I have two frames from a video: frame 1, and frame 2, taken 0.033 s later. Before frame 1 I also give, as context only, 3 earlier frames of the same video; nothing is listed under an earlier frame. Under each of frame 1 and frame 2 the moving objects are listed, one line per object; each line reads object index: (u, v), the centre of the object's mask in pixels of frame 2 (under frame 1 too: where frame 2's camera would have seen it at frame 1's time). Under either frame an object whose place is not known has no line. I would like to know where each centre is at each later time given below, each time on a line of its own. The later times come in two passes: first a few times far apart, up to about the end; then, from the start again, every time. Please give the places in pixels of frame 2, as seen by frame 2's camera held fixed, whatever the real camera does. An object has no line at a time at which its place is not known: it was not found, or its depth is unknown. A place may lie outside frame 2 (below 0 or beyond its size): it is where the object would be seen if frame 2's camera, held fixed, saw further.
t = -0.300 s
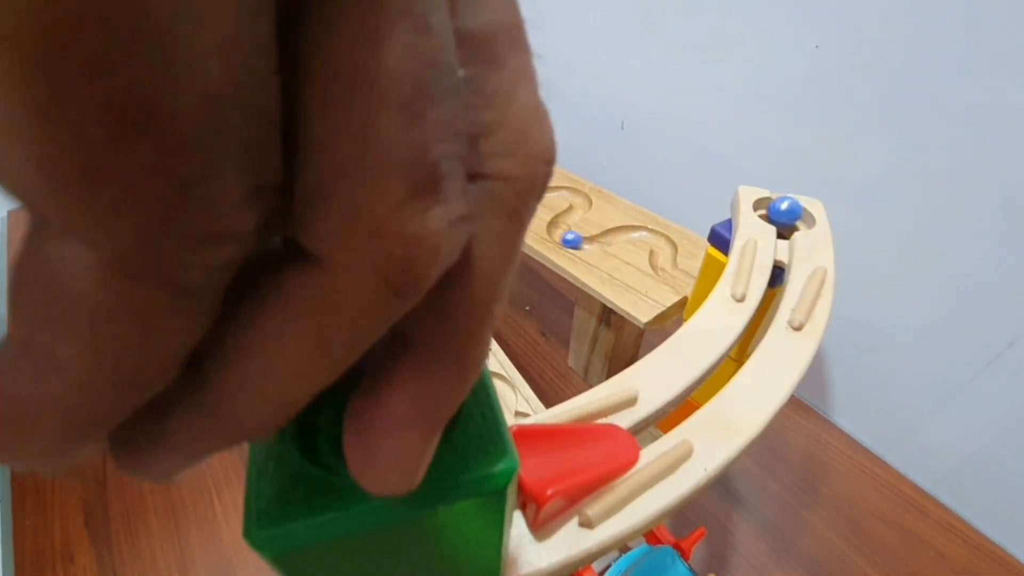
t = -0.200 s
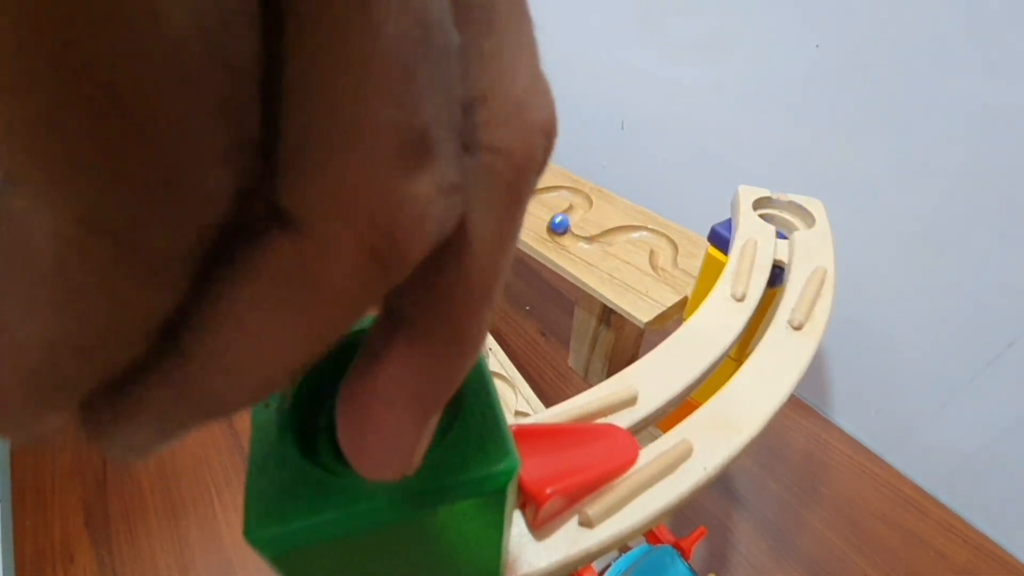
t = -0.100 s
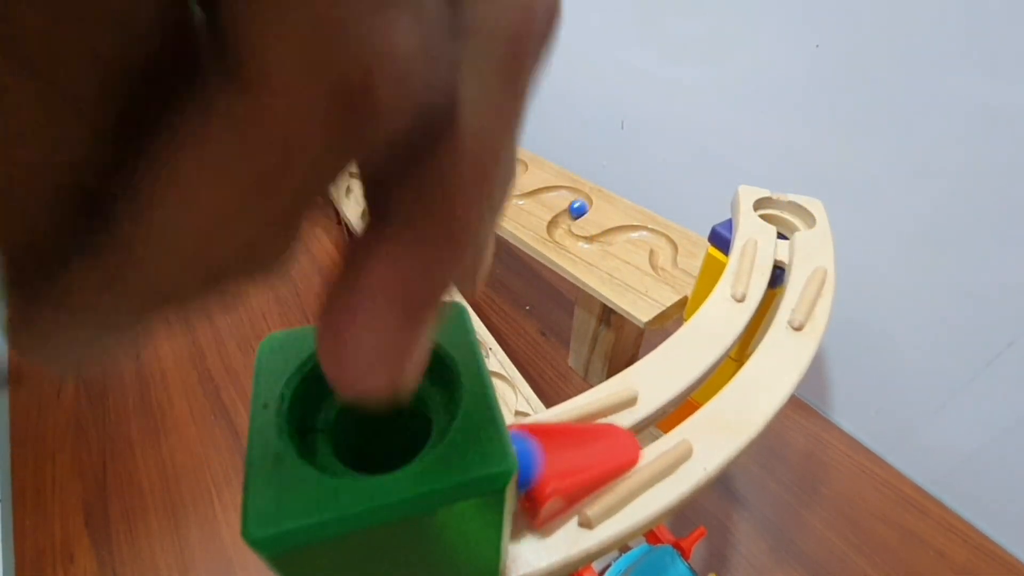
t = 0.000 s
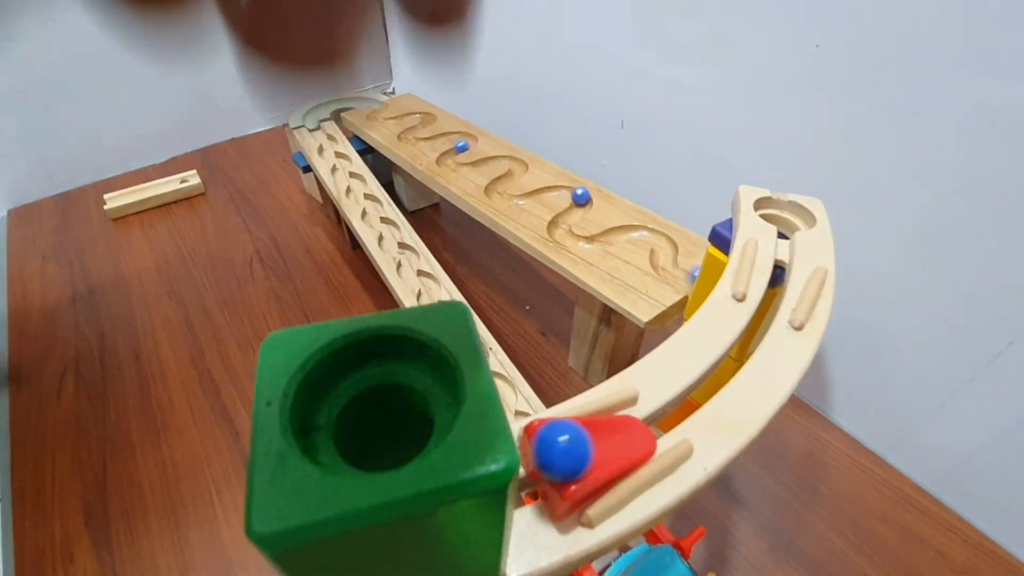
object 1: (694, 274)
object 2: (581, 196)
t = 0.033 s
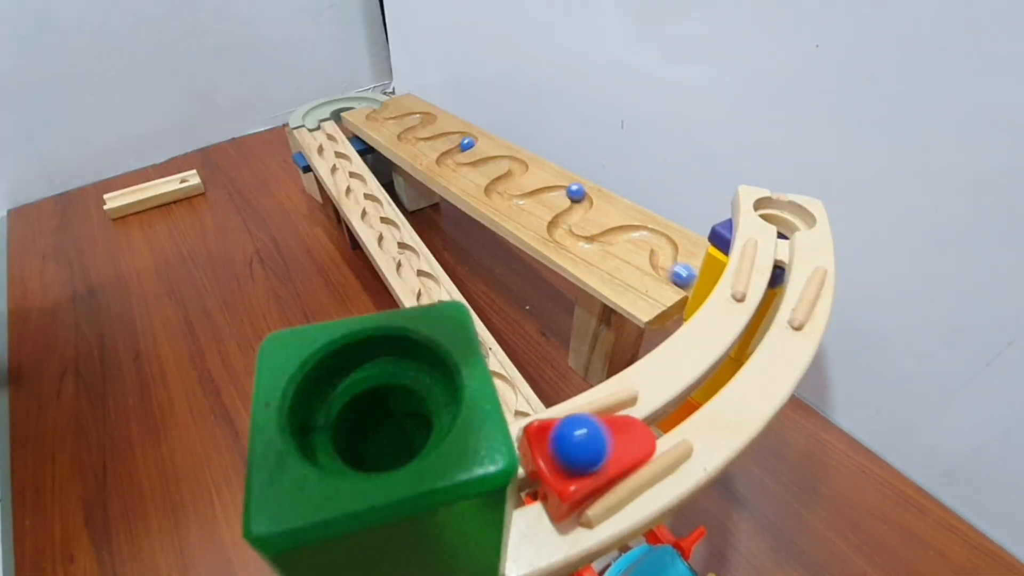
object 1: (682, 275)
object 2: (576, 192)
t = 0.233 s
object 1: (624, 229)
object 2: (520, 198)
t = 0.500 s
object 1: (563, 217)
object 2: (516, 171)
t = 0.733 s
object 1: (572, 191)
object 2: (487, 159)
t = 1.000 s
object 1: (496, 194)
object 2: (449, 153)
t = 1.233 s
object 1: (520, 165)
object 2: (464, 134)
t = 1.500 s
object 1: (461, 165)
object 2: (407, 137)
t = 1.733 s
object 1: (462, 146)
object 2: (430, 118)
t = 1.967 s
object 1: (448, 132)
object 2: (394, 117)
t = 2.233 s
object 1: (407, 132)
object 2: (382, 107)
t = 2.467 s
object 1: (429, 116)
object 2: (354, 97)
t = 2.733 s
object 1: (380, 118)
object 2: (310, 114)
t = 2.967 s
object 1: (382, 104)
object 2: (318, 132)
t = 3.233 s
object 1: (339, 99)
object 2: (327, 154)
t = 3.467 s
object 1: (309, 117)
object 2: (344, 168)
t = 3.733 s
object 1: (320, 135)
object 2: (359, 184)
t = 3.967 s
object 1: (327, 154)
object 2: (366, 201)
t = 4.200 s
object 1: (344, 166)
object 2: (371, 220)
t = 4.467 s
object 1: (359, 183)
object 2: (391, 239)
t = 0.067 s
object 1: (663, 263)
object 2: (567, 189)
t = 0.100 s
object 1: (660, 252)
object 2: (557, 187)
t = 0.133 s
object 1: (662, 242)
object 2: (546, 189)
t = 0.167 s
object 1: (655, 234)
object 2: (538, 192)
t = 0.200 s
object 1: (643, 228)
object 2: (529, 196)
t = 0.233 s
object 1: (624, 229)
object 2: (520, 198)
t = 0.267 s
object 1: (610, 234)
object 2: (510, 198)
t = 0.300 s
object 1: (598, 238)
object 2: (502, 196)
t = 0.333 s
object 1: (586, 240)
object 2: (495, 193)
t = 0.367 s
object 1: (573, 239)
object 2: (493, 188)
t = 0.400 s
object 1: (564, 235)
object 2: (497, 183)
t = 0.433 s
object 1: (559, 229)
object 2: (502, 179)
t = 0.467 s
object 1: (559, 223)
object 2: (509, 175)
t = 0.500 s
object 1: (563, 217)
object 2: (516, 171)
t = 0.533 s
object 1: (569, 213)
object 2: (519, 168)
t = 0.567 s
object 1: (576, 209)
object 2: (520, 166)
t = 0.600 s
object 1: (582, 205)
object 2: (518, 162)
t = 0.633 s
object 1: (583, 202)
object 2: (513, 160)
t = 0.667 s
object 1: (582, 197)
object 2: (505, 157)
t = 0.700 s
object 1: (578, 194)
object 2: (496, 157)
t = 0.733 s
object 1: (572, 191)
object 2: (487, 159)
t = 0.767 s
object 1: (562, 188)
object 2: (478, 161)
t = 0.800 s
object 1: (552, 188)
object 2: (471, 164)
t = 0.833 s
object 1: (541, 191)
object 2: (462, 165)
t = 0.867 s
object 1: (533, 194)
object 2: (454, 165)
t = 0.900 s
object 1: (524, 197)
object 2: (448, 163)
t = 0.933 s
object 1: (513, 198)
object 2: (445, 160)
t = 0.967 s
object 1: (503, 196)
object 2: (445, 157)
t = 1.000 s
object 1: (496, 194)
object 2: (449, 153)
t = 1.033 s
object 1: (494, 190)
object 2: (455, 149)
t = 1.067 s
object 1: (496, 184)
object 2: (462, 146)
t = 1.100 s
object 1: (501, 179)
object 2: (467, 143)
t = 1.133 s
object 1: (508, 175)
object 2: (470, 141)
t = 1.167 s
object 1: (515, 172)
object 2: (470, 139)
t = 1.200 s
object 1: (519, 168)
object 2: (468, 136)
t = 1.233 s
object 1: (520, 165)
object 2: (464, 134)
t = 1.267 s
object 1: (517, 162)
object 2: (457, 133)
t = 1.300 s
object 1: (513, 159)
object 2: (449, 132)
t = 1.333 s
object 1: (505, 157)
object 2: (441, 134)
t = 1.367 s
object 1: (495, 157)
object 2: (433, 136)
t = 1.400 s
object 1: (485, 159)
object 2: (426, 138)
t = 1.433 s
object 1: (478, 162)
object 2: (418, 139)
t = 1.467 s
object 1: (469, 164)
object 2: (411, 139)
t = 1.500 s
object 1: (461, 165)
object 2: (407, 137)
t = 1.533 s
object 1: (453, 165)
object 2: (405, 135)
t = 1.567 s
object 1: (447, 162)
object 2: (407, 132)
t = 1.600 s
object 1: (445, 160)
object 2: (412, 128)
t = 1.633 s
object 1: (445, 156)
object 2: (418, 125)
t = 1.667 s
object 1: (450, 152)
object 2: (424, 122)
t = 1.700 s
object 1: (456, 149)
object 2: (429, 120)
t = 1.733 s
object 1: (462, 146)
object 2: (430, 118)
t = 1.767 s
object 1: (468, 143)
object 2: (430, 116)
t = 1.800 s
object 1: (469, 141)
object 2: (427, 114)
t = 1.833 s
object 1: (470, 138)
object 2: (422, 113)
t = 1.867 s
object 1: (468, 136)
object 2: (415, 112)
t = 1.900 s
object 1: (463, 134)
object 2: (408, 113)
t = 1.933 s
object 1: (456, 133)
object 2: (401, 115)
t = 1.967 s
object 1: (448, 132)
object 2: (394, 117)
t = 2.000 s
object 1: (439, 135)
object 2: (387, 117)
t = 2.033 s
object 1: (431, 137)
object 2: (381, 118)
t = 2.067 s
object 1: (424, 139)
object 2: (376, 117)
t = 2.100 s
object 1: (417, 139)
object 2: (373, 116)
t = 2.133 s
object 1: (410, 139)
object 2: (373, 114)
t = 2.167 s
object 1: (407, 137)
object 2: (376, 111)
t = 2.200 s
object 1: (405, 135)
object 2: (380, 108)
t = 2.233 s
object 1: (407, 132)
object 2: (382, 107)
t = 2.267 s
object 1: (411, 128)
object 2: (382, 105)
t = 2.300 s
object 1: (418, 125)
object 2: (379, 103)
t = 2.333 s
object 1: (423, 123)
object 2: (375, 102)
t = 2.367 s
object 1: (428, 121)
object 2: (372, 100)
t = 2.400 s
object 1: (430, 119)
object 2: (367, 99)
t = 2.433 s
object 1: (430, 117)
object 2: (361, 98)
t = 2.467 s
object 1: (429, 116)
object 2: (354, 97)
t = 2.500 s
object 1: (426, 114)
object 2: (346, 98)
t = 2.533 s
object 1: (420, 113)
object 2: (338, 99)
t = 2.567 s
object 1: (412, 112)
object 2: (331, 101)
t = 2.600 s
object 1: (405, 114)
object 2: (324, 103)
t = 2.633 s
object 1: (399, 115)
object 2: (319, 106)
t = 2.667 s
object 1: (392, 117)
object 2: (315, 109)
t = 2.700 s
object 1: (386, 118)
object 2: (312, 112)
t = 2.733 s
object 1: (380, 118)
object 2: (310, 114)
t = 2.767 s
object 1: (376, 117)
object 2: (310, 117)
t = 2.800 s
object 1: (373, 116)
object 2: (310, 119)
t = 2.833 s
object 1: (373, 114)
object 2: (310, 121)
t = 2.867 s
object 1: (376, 112)
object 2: (311, 122)
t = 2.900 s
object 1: (380, 108)
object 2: (313, 125)
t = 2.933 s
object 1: (382, 106)
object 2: (316, 129)
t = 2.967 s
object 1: (382, 104)
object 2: (318, 132)
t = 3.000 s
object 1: (379, 103)
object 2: (320, 135)
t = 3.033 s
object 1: (376, 102)
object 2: (323, 138)
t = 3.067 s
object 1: (372, 100)
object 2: (329, 141)
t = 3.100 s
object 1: (367, 99)
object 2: (331, 143)
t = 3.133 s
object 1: (361, 98)
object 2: (331, 146)
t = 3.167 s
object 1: (354, 97)
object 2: (329, 149)
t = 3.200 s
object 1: (347, 98)
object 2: (326, 152)
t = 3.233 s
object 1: (339, 99)
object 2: (327, 154)
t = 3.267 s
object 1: (331, 101)
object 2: (329, 155)
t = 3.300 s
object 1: (325, 103)
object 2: (333, 157)
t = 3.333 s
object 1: (319, 106)
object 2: (338, 159)
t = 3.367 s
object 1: (315, 109)
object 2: (343, 160)
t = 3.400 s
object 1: (312, 112)
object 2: (344, 162)
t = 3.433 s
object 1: (311, 114)
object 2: (345, 164)
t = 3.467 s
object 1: (309, 117)
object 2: (344, 168)
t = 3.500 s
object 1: (309, 118)
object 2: (342, 170)
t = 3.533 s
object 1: (310, 120)
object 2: (340, 173)
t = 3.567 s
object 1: (311, 121)
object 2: (341, 174)
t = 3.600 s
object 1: (312, 122)
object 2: (344, 176)
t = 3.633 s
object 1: (313, 126)
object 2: (348, 178)
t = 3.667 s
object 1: (316, 129)
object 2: (354, 180)
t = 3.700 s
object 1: (318, 131)
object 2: (359, 182)
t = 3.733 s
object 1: (320, 135)
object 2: (359, 184)
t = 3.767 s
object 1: (323, 139)
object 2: (359, 187)
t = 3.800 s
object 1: (330, 141)
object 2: (358, 190)
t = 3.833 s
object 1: (331, 143)
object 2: (355, 194)
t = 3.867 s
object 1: (330, 146)
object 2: (355, 196)
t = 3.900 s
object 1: (328, 149)
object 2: (357, 198)
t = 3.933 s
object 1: (325, 152)
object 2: (360, 199)
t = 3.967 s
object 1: (327, 154)
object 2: (366, 201)
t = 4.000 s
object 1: (329, 155)
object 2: (372, 203)
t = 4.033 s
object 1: (333, 156)
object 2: (374, 204)
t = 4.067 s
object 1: (338, 158)
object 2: (375, 207)
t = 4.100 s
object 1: (343, 159)
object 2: (375, 210)
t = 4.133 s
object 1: (344, 162)
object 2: (373, 214)
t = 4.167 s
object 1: (345, 163)
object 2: (371, 218)
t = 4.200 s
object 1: (344, 166)
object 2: (371, 220)
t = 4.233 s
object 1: (342, 169)
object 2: (373, 222)
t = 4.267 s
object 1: (339, 172)
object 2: (377, 224)
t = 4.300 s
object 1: (340, 174)
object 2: (383, 226)
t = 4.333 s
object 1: (343, 176)
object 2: (389, 227)
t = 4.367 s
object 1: (347, 177)
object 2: (391, 229)
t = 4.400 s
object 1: (352, 179)
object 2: (393, 232)
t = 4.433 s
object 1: (357, 180)
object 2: (393, 236)
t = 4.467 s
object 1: (359, 183)
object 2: (391, 239)
